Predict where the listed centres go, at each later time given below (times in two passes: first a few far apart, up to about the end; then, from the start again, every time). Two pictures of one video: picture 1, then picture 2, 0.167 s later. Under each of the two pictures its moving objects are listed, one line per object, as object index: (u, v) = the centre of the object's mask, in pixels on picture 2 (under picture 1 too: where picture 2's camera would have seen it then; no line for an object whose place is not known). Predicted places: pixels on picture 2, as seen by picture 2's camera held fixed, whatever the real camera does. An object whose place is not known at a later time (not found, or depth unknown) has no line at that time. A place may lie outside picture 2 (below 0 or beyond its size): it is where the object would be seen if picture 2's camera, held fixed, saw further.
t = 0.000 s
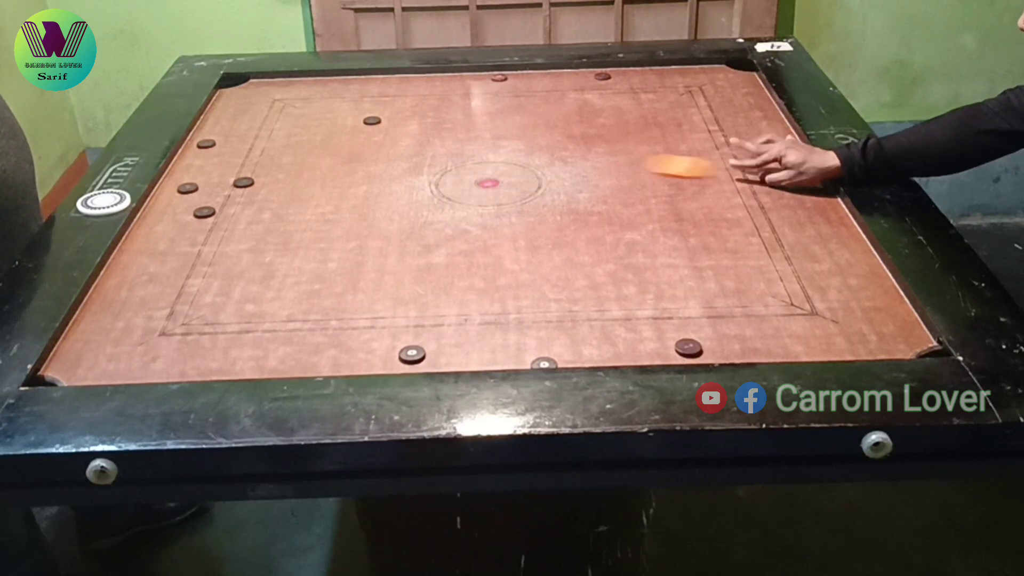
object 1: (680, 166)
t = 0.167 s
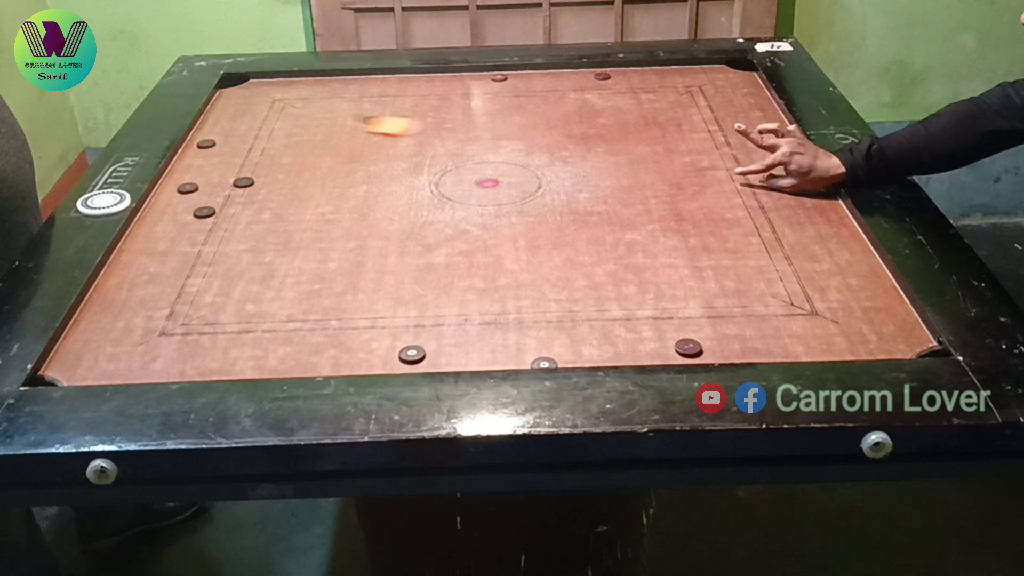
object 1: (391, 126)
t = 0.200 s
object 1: (348, 122)
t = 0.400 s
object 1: (323, 97)
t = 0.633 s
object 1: (525, 78)
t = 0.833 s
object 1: (638, 84)
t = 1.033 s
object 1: (742, 89)
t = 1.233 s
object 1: (694, 100)
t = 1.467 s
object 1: (654, 109)
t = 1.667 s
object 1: (650, 109)
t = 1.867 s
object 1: (651, 109)
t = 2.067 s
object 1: (650, 109)
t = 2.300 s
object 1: (651, 109)
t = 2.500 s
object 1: (651, 109)
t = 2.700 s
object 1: (650, 109)
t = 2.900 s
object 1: (650, 109)
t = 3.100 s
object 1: (650, 109)
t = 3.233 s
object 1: (650, 109)
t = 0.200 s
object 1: (348, 122)
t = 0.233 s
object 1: (310, 118)
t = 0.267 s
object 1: (272, 114)
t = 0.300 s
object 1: (232, 111)
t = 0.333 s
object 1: (252, 106)
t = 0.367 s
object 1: (288, 102)
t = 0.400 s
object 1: (323, 97)
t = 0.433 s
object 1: (357, 94)
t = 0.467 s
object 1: (389, 90)
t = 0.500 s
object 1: (423, 86)
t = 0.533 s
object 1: (453, 82)
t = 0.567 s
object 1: (481, 79)
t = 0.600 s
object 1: (504, 77)
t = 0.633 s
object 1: (525, 78)
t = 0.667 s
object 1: (544, 79)
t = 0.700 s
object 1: (564, 79)
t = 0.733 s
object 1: (583, 80)
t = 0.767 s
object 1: (601, 81)
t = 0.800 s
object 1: (619, 82)
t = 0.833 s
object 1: (638, 84)
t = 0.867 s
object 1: (655, 85)
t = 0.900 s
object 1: (675, 86)
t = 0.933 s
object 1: (692, 87)
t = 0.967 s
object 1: (709, 88)
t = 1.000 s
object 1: (727, 89)
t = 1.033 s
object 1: (742, 89)
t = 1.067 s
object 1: (740, 91)
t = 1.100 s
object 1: (728, 94)
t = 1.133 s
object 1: (719, 95)
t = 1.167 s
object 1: (710, 97)
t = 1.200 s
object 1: (701, 98)
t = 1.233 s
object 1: (694, 100)
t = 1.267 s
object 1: (686, 102)
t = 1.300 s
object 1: (679, 103)
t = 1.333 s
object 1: (672, 104)
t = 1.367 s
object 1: (666, 106)
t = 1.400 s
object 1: (661, 107)
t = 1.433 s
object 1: (657, 108)
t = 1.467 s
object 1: (654, 109)
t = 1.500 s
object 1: (652, 109)
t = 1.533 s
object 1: (651, 109)
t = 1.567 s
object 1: (651, 109)
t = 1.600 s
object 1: (651, 109)
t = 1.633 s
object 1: (650, 109)
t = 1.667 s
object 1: (650, 109)
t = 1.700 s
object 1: (651, 109)
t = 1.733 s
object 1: (650, 109)
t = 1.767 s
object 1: (651, 109)
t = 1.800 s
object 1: (651, 109)
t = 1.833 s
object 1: (651, 109)
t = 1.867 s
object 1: (651, 109)
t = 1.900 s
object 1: (650, 109)
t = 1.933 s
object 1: (650, 109)
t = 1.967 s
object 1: (651, 109)
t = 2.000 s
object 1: (650, 109)
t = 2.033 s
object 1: (651, 109)
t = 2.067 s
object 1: (650, 109)
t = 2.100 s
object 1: (650, 109)
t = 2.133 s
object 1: (650, 109)
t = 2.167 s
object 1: (651, 109)
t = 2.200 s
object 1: (650, 109)
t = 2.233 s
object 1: (651, 109)
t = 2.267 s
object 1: (650, 109)
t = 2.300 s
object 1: (651, 109)
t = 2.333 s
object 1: (650, 109)
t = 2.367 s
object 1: (651, 109)
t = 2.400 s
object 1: (651, 109)
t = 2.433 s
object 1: (651, 109)
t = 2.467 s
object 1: (650, 109)
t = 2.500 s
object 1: (651, 109)
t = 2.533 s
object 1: (651, 109)
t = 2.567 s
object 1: (650, 109)
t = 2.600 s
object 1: (650, 109)
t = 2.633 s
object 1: (650, 109)
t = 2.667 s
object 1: (651, 109)
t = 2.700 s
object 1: (650, 109)
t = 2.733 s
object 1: (650, 109)
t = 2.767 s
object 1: (651, 109)
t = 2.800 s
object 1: (651, 109)
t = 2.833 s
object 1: (650, 109)
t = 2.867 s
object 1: (650, 109)
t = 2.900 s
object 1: (650, 109)
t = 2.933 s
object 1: (650, 109)
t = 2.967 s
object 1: (650, 109)
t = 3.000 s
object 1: (650, 109)
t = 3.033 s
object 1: (650, 109)
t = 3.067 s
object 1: (650, 109)
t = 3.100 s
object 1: (650, 109)
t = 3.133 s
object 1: (651, 109)
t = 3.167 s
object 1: (650, 109)
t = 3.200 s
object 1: (650, 109)
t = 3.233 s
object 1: (650, 109)
